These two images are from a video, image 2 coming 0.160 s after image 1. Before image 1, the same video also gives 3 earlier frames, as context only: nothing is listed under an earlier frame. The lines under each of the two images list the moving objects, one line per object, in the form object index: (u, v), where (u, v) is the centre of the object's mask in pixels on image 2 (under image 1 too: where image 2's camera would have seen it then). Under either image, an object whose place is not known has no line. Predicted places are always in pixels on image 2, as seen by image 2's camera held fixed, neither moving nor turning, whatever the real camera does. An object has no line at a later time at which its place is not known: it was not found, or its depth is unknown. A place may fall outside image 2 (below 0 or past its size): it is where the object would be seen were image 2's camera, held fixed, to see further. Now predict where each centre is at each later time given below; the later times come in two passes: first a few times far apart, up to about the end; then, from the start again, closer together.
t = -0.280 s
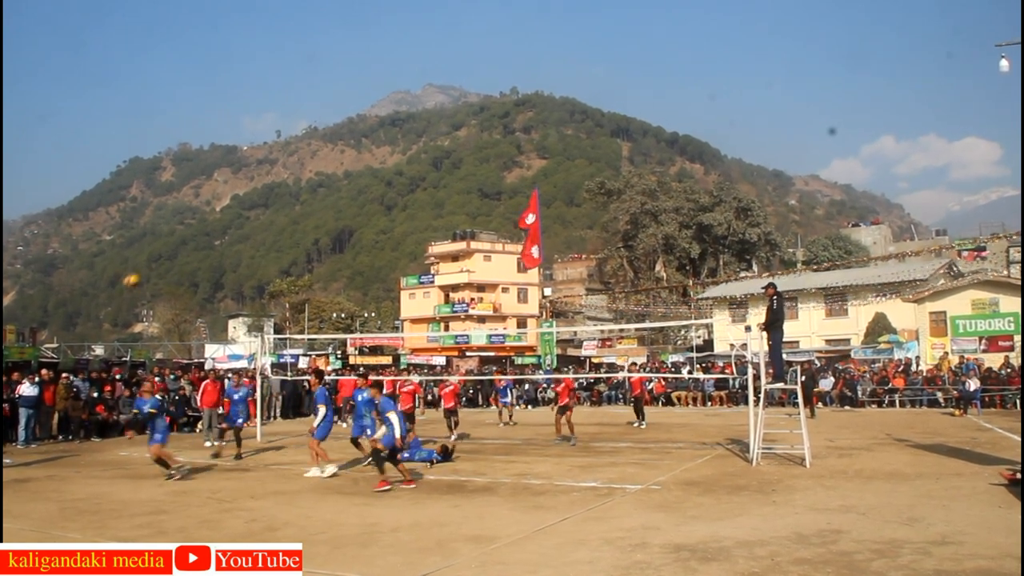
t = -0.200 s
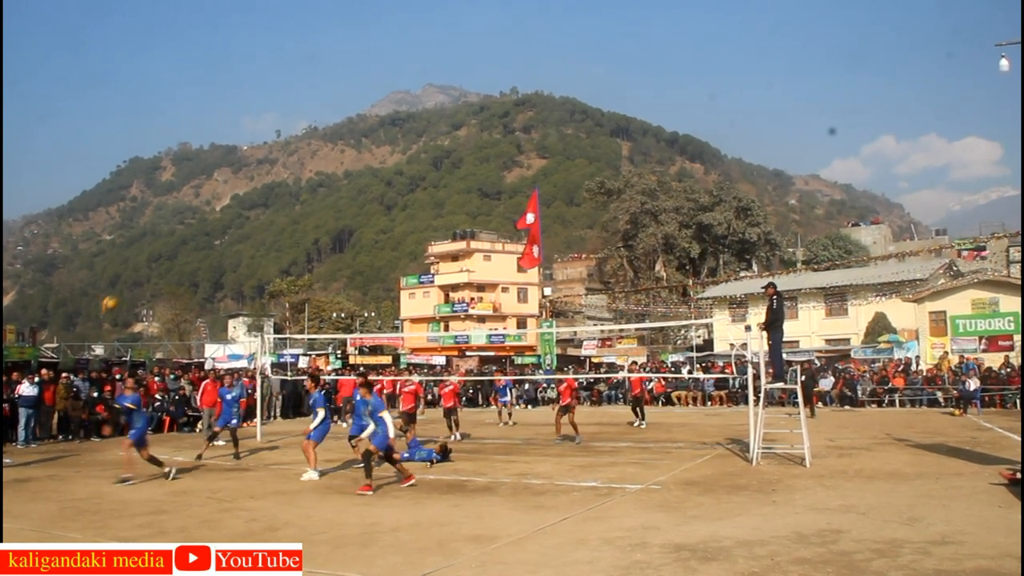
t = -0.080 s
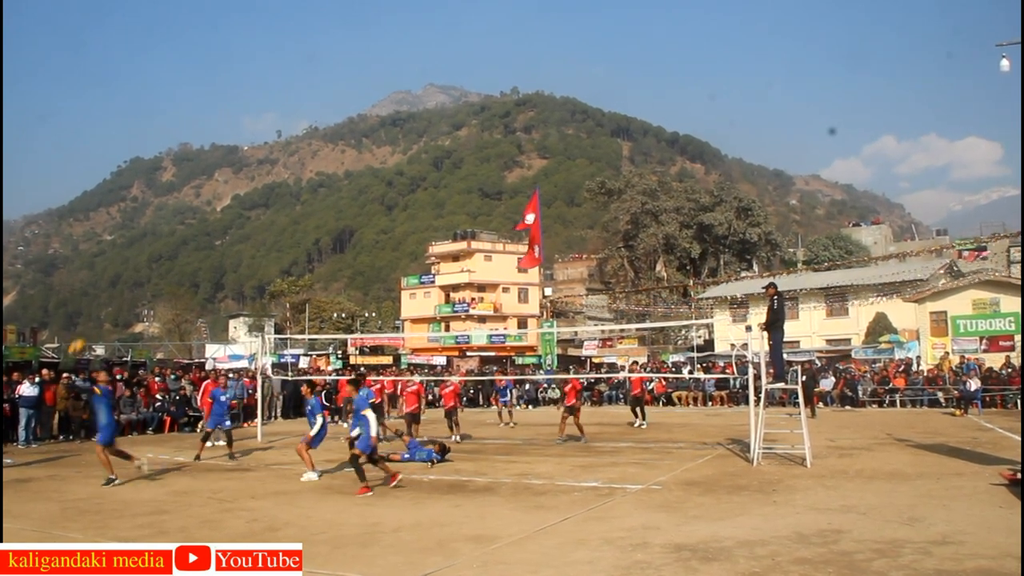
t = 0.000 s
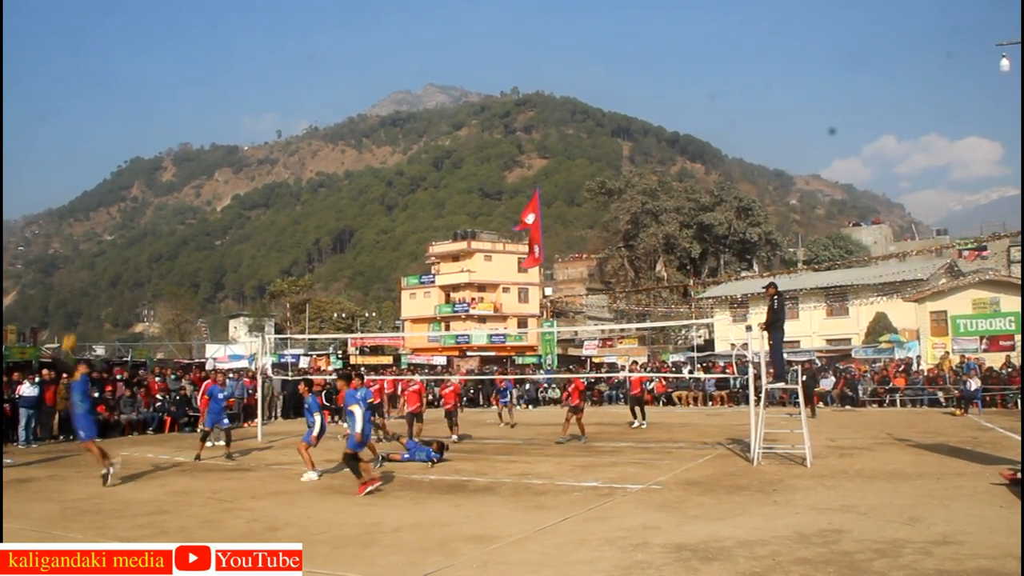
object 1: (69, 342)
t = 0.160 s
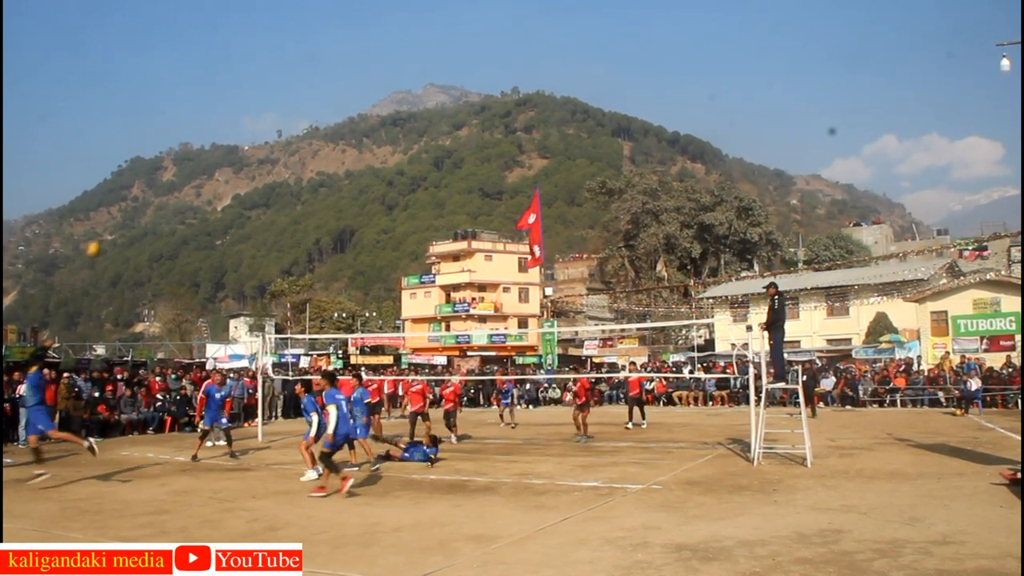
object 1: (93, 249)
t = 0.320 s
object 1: (116, 175)
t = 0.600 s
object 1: (159, 93)
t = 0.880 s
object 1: (197, 64)
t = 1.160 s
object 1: (231, 83)
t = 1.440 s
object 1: (263, 150)
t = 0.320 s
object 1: (116, 175)
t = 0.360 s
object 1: (122, 161)
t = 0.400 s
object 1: (128, 147)
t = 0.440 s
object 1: (134, 134)
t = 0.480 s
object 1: (140, 122)
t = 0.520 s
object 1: (146, 111)
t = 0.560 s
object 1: (152, 101)
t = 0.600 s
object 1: (159, 93)
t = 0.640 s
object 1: (164, 86)
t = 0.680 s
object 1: (170, 79)
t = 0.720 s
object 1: (175, 74)
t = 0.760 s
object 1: (181, 70)
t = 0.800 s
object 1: (187, 67)
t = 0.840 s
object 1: (192, 65)
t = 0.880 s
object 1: (197, 64)
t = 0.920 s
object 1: (202, 64)
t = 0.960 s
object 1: (207, 64)
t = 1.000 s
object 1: (212, 66)
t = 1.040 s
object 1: (217, 69)
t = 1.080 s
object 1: (222, 73)
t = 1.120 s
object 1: (227, 77)
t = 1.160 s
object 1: (231, 83)
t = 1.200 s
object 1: (236, 90)
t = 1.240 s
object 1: (241, 97)
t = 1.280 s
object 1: (245, 106)
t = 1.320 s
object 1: (250, 116)
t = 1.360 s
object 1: (254, 126)
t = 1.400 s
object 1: (258, 138)
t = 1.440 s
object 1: (263, 150)
